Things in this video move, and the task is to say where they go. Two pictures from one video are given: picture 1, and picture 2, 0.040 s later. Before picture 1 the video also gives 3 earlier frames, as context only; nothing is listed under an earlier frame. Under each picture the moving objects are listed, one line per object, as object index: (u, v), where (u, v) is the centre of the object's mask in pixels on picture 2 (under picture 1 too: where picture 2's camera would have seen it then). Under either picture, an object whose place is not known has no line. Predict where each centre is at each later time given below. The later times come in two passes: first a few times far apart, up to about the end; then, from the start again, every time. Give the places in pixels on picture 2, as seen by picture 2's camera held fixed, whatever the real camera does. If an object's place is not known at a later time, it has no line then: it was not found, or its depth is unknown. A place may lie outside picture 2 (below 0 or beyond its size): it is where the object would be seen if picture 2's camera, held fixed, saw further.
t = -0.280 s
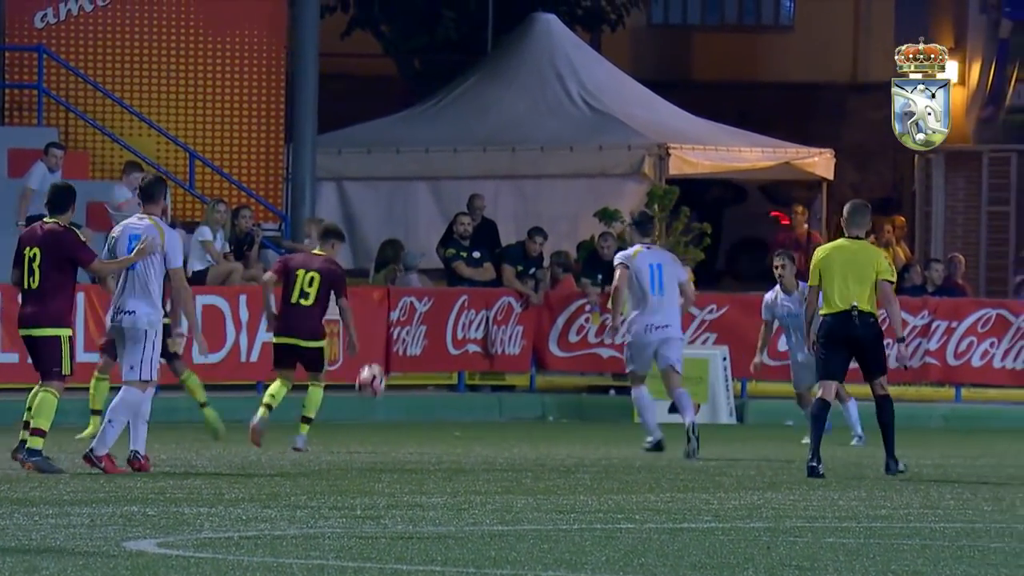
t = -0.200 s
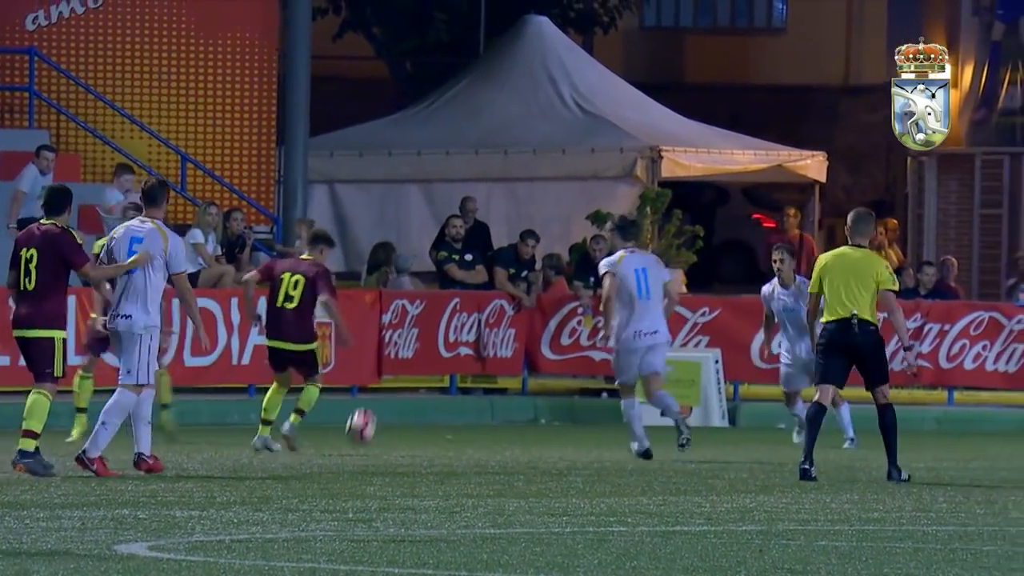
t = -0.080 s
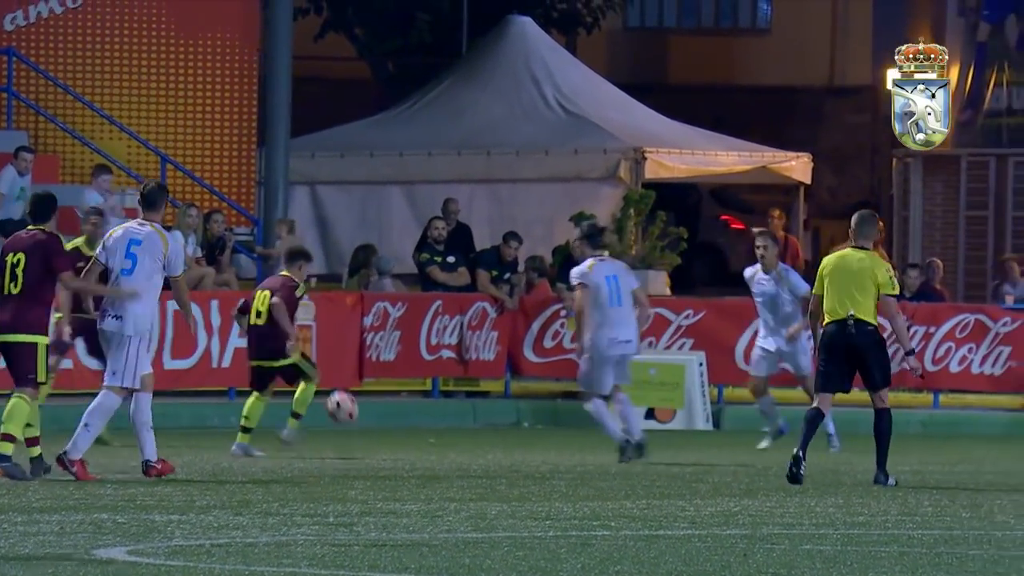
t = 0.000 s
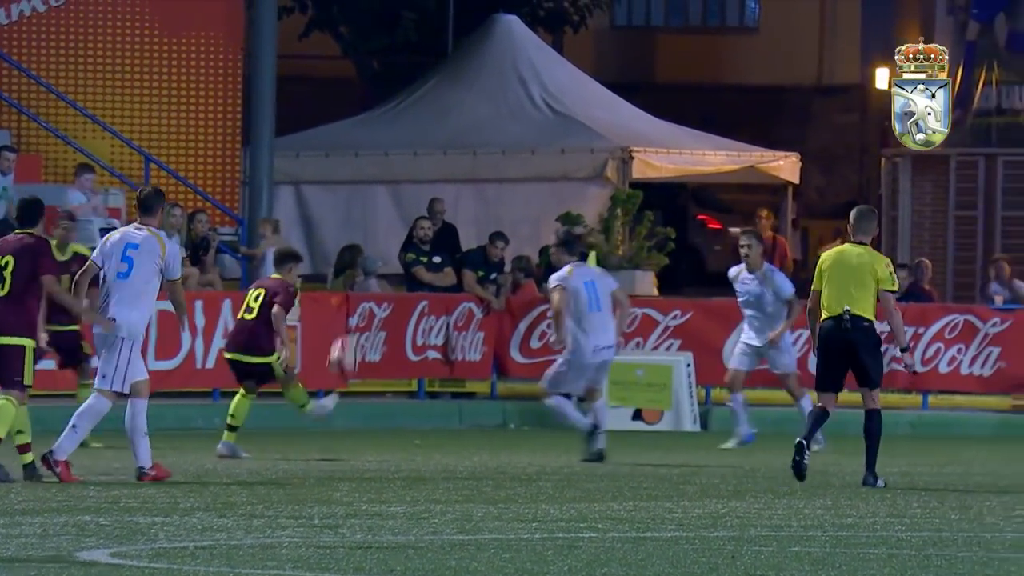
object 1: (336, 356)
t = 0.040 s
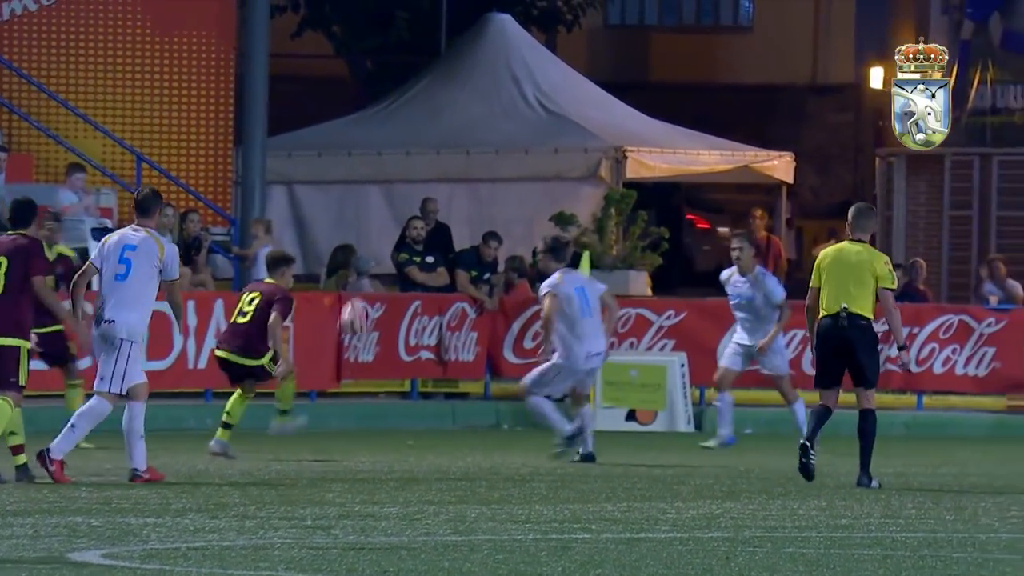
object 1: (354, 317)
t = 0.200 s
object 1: (425, 187)
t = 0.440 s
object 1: (524, 58)
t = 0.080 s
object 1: (372, 283)
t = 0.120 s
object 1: (390, 249)
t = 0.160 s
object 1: (408, 217)
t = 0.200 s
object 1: (425, 187)
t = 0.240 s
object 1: (441, 161)
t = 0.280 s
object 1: (457, 135)
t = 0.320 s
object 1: (474, 113)
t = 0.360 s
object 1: (491, 93)
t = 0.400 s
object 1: (507, 74)
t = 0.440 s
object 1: (524, 58)
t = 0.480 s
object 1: (541, 44)
